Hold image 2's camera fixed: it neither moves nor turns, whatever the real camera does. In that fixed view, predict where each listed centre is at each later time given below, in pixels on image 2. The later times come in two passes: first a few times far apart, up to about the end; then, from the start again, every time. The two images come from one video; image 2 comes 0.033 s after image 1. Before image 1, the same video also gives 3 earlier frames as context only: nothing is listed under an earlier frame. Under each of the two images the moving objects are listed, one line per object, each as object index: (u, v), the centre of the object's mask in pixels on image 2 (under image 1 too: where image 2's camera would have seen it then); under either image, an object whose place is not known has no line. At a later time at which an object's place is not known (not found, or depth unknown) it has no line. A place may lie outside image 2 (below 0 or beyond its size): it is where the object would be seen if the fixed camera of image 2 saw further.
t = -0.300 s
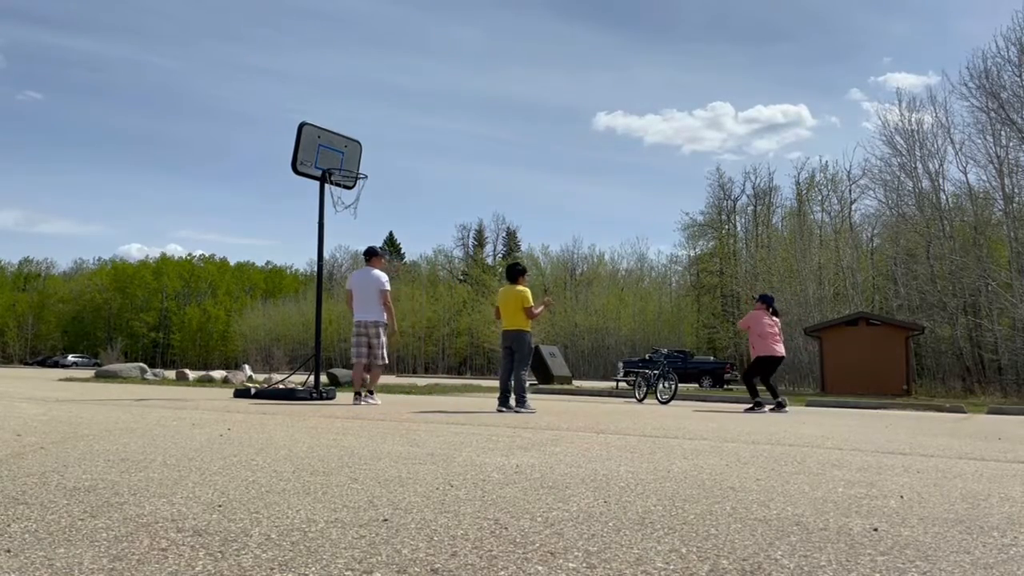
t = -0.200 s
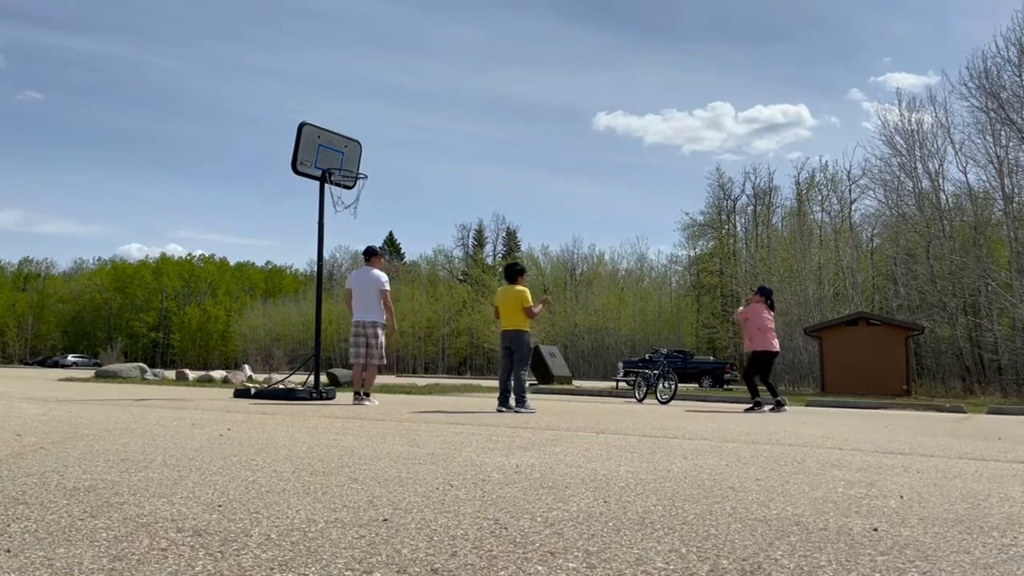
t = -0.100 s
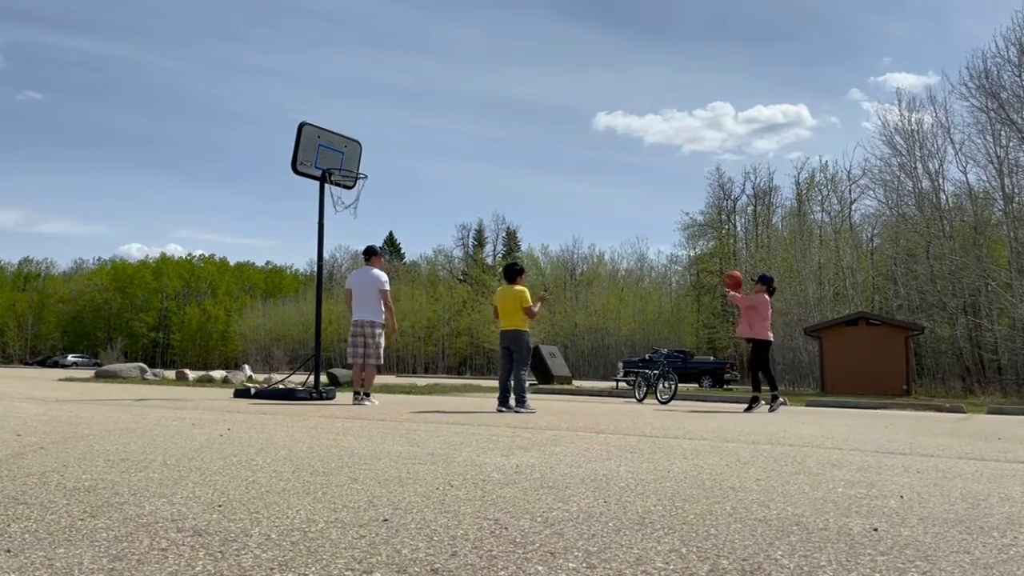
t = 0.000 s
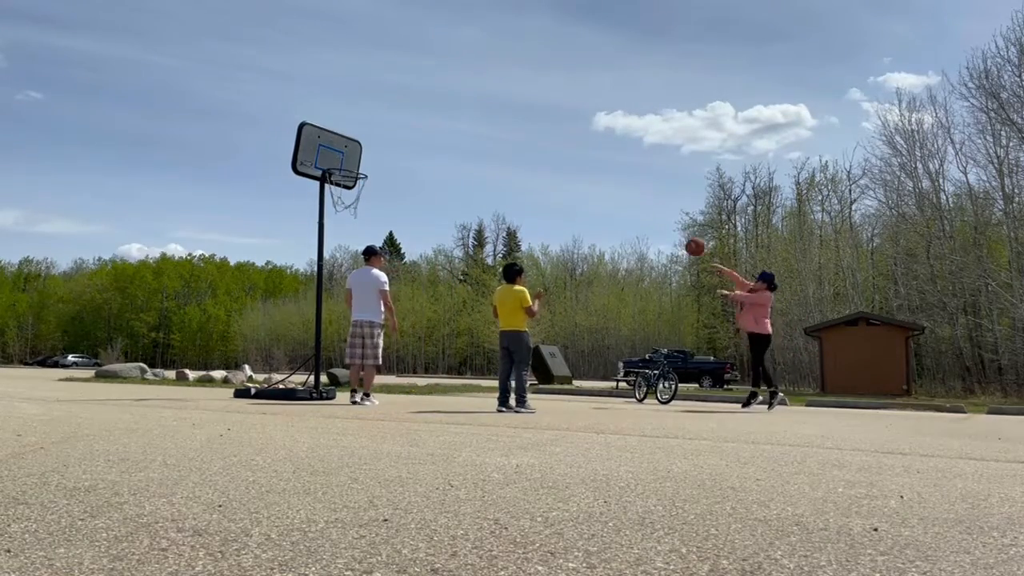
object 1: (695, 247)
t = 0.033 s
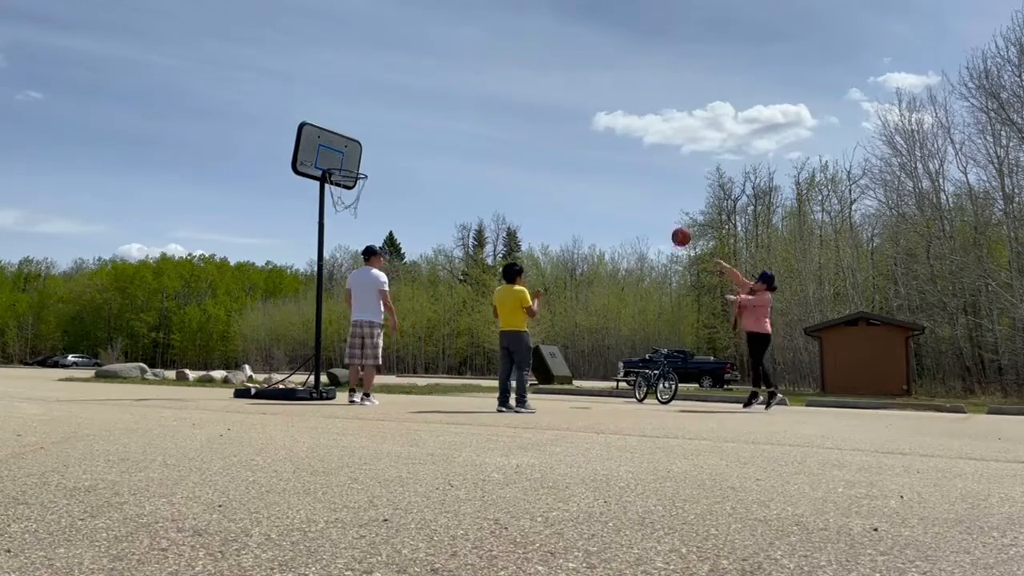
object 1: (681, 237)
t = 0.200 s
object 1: (612, 200)
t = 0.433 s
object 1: (518, 186)
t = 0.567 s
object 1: (465, 195)
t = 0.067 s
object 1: (667, 228)
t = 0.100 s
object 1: (653, 219)
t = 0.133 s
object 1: (640, 212)
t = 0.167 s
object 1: (626, 206)
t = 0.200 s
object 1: (612, 200)
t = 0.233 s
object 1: (599, 196)
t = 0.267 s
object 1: (585, 192)
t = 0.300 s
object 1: (572, 189)
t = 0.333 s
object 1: (559, 187)
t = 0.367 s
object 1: (545, 185)
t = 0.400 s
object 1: (532, 185)
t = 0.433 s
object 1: (518, 186)
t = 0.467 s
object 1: (505, 187)
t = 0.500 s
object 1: (492, 189)
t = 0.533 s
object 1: (478, 192)
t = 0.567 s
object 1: (465, 195)
